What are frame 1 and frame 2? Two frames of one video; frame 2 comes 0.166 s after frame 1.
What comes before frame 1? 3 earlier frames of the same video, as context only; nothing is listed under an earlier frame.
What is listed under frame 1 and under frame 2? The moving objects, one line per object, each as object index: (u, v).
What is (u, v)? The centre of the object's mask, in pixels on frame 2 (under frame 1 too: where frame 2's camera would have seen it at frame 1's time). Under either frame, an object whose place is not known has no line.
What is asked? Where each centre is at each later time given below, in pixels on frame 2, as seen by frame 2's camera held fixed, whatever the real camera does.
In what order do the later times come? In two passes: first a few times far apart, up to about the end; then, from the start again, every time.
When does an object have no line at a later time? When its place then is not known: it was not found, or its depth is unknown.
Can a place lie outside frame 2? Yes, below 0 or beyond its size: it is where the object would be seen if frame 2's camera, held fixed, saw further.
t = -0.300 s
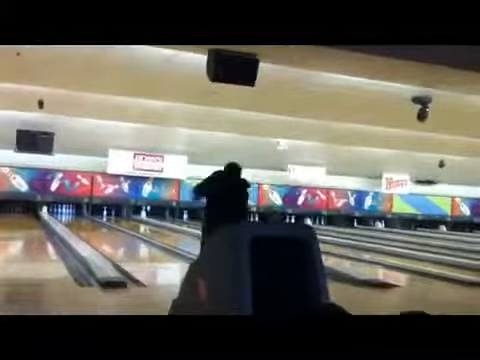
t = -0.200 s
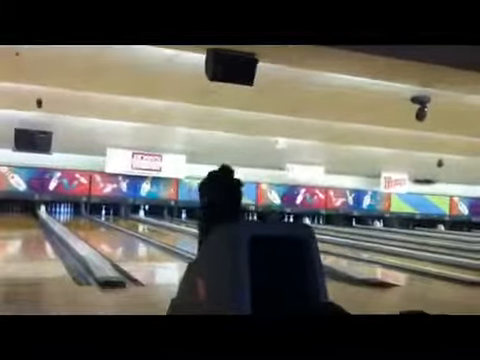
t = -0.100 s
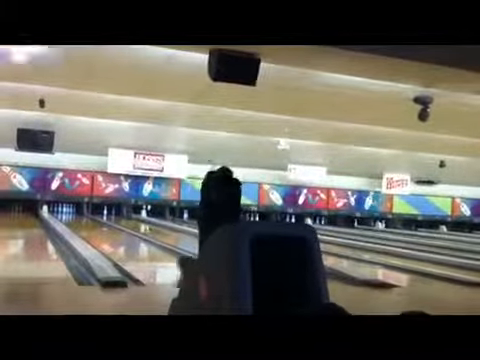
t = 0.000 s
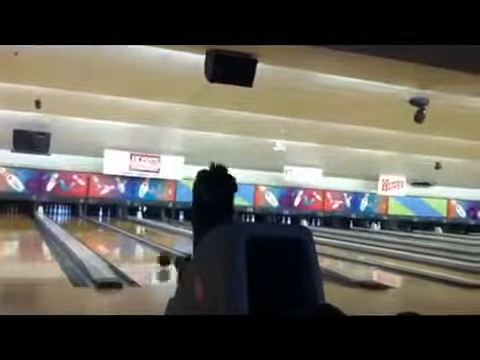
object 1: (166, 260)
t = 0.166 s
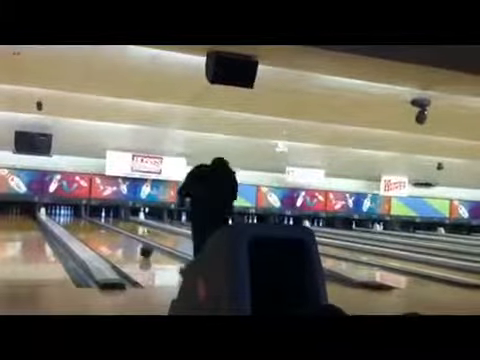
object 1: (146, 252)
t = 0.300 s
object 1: (132, 246)
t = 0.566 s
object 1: (112, 237)
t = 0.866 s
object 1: (96, 229)
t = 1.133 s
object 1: (84, 225)
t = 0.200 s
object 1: (142, 250)
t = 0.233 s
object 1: (138, 248)
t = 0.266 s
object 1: (135, 247)
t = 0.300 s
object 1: (132, 246)
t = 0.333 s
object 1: (130, 245)
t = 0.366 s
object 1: (127, 243)
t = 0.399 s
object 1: (123, 242)
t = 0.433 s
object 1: (123, 241)
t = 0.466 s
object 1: (119, 240)
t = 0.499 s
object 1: (116, 239)
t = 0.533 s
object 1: (114, 238)
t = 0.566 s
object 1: (112, 237)
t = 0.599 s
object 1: (109, 236)
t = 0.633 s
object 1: (107, 236)
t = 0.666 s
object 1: (106, 234)
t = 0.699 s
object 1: (104, 233)
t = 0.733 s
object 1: (103, 232)
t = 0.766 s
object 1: (100, 232)
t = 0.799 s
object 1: (99, 232)
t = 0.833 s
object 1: (97, 230)
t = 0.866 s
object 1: (96, 229)
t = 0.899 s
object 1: (94, 229)
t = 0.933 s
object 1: (93, 228)
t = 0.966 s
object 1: (93, 228)
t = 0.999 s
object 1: (90, 227)
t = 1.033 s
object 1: (90, 227)
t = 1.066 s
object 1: (90, 227)
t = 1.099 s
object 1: (87, 225)
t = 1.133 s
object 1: (84, 225)
